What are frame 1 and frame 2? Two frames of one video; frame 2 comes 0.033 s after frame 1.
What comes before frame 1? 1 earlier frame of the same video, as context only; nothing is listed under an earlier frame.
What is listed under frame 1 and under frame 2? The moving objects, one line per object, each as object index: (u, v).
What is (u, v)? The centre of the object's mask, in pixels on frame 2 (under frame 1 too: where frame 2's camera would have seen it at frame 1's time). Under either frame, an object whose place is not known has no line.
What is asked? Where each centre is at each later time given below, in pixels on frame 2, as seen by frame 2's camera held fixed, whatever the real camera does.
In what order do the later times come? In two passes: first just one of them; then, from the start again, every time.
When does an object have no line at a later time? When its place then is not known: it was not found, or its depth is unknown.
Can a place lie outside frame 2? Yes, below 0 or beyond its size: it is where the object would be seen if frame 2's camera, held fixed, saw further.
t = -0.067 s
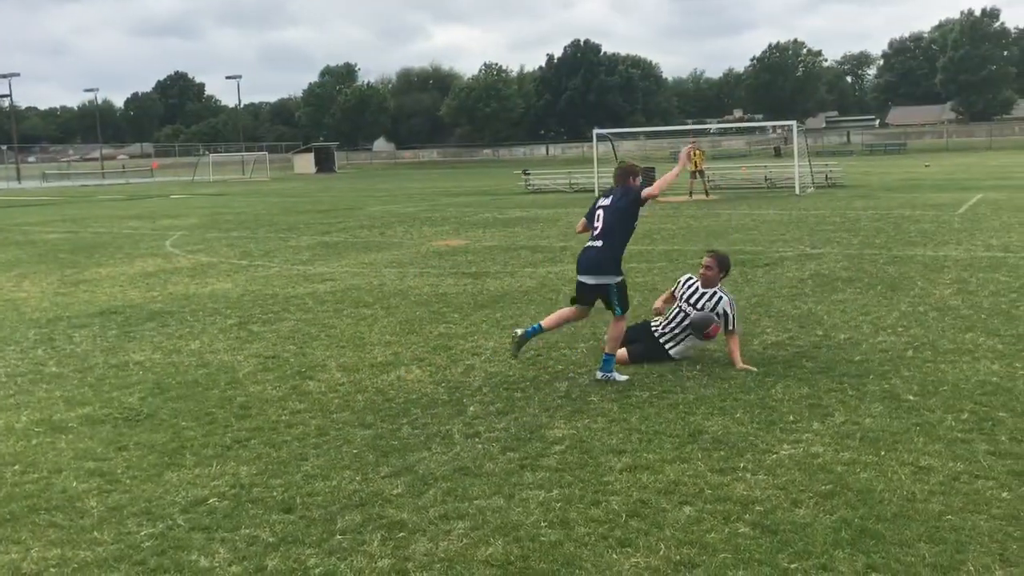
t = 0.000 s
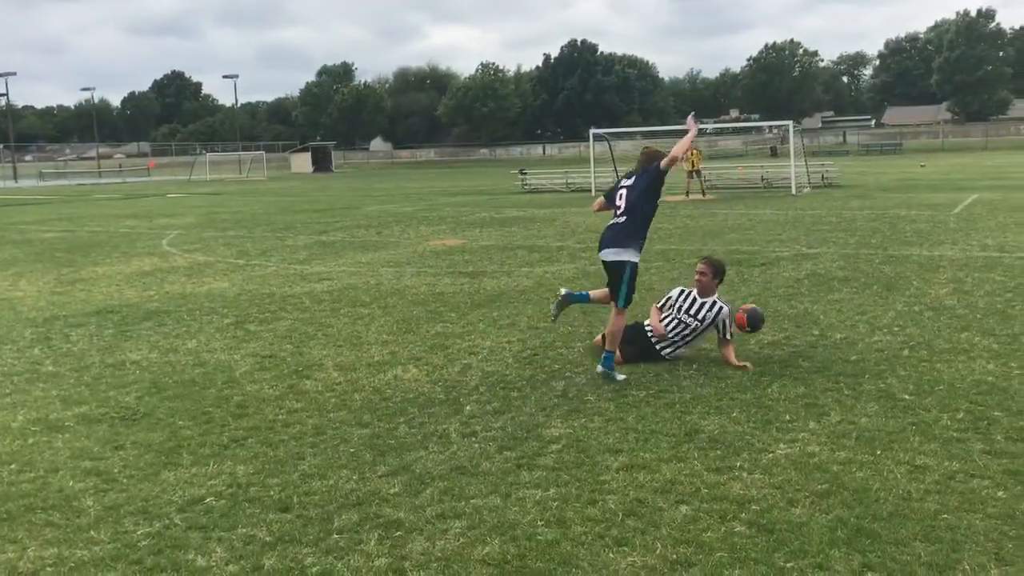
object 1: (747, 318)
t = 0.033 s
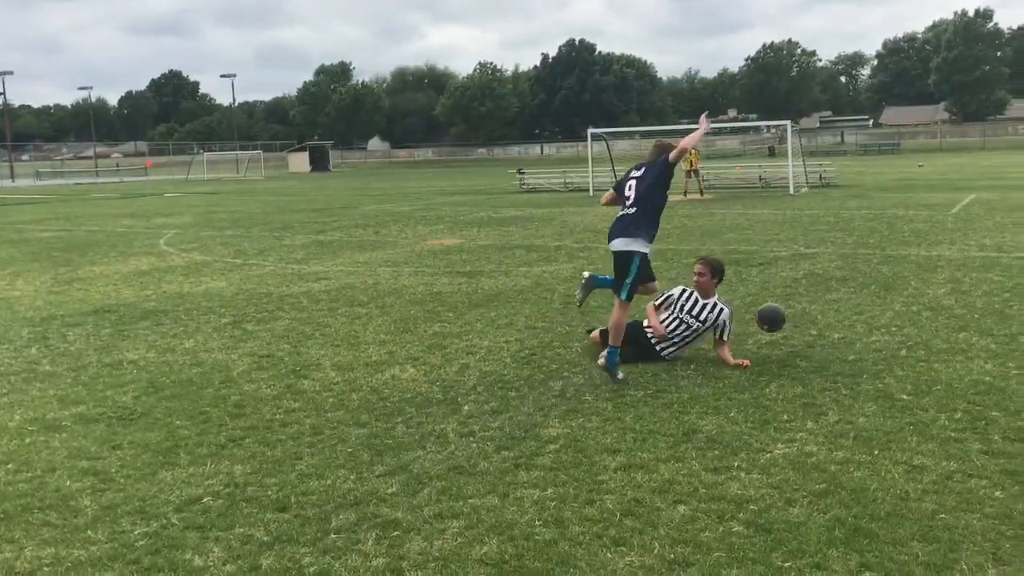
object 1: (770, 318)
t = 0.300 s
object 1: (922, 329)
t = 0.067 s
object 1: (793, 318)
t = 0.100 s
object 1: (815, 319)
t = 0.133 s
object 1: (837, 322)
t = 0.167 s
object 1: (859, 327)
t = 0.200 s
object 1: (880, 333)
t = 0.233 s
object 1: (901, 340)
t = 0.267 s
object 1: (913, 336)
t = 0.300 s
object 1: (922, 329)
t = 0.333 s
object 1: (933, 324)
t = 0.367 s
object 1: (942, 320)
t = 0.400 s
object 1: (953, 318)
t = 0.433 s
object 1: (962, 318)
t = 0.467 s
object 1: (972, 319)
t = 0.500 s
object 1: (980, 321)
